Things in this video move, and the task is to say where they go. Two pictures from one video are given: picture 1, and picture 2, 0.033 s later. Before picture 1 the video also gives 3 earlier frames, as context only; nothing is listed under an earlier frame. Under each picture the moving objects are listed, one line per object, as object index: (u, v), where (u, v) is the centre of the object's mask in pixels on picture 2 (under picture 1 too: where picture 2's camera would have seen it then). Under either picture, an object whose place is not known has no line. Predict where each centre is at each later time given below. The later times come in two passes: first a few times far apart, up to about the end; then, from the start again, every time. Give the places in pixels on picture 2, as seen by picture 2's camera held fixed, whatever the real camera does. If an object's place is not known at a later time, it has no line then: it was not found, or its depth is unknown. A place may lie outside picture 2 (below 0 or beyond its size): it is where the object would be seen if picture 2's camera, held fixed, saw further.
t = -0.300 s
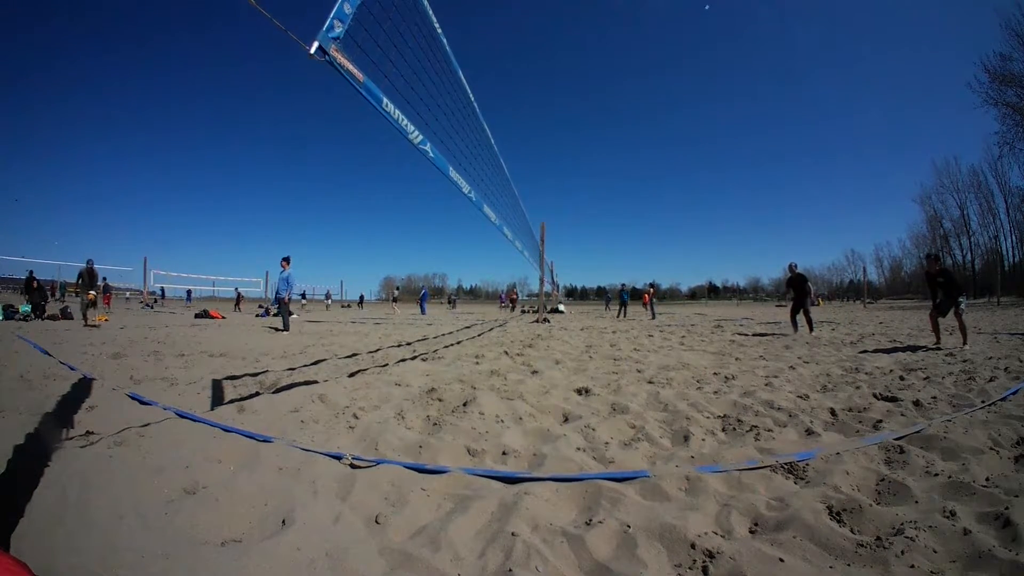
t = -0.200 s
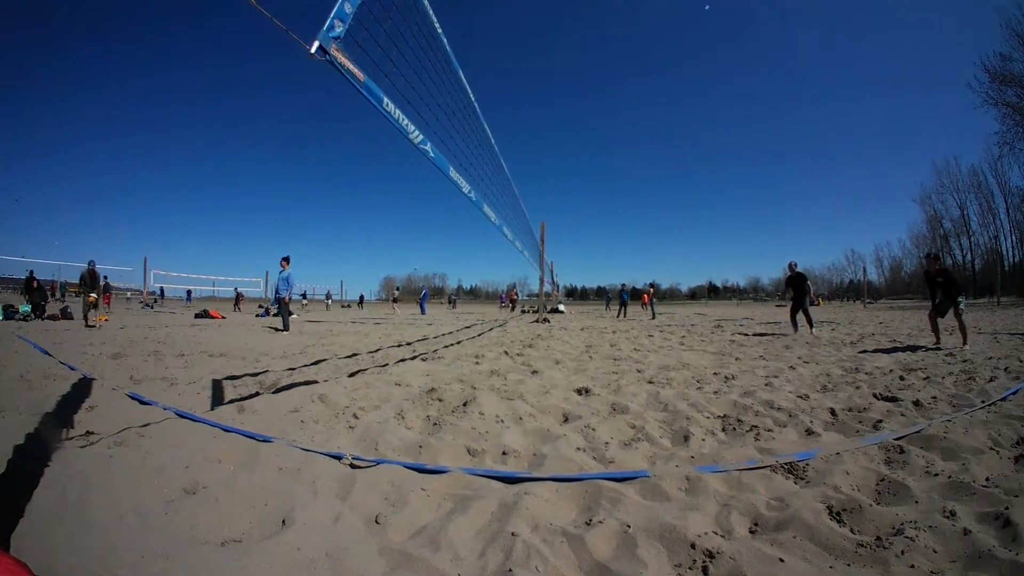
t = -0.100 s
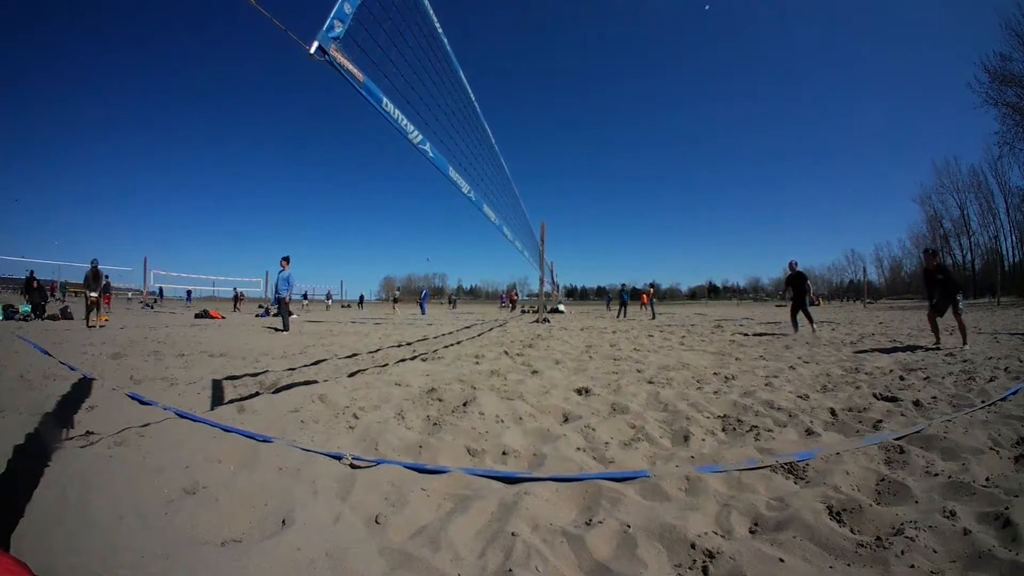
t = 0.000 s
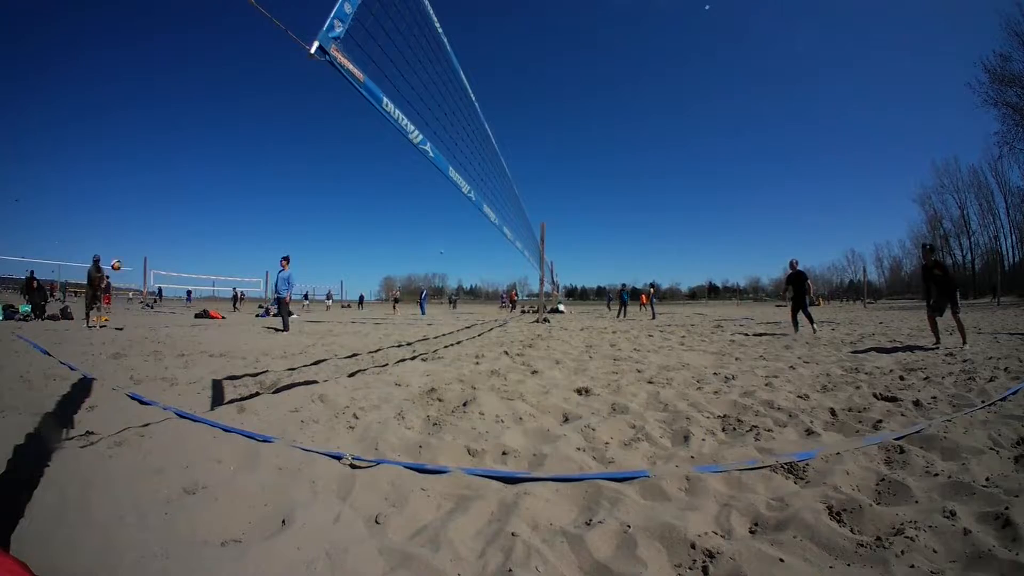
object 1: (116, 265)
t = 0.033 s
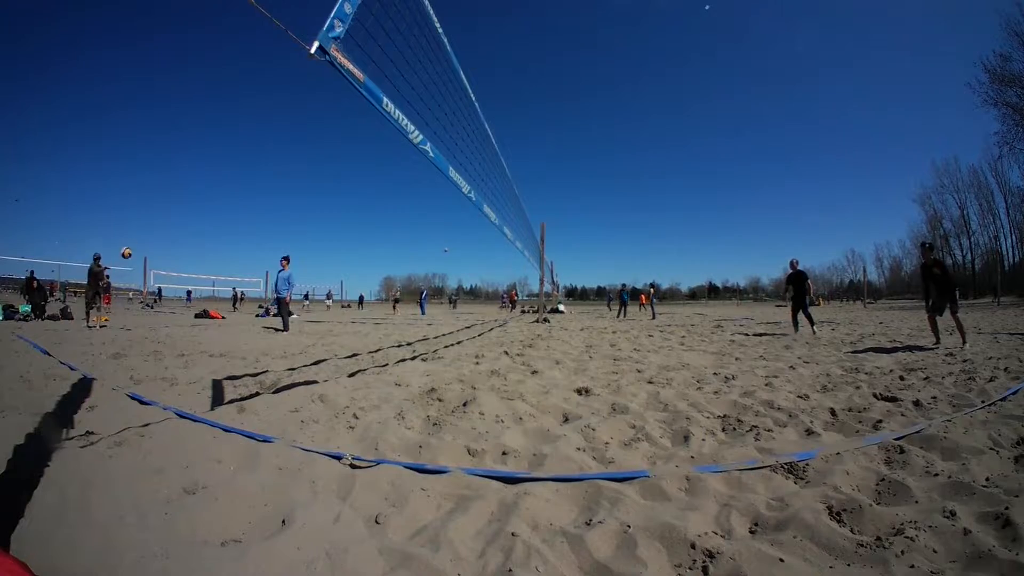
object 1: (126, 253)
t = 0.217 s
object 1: (200, 188)
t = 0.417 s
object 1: (326, 125)
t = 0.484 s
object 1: (376, 112)
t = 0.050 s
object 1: (131, 247)
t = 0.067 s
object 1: (137, 241)
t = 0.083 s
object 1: (143, 235)
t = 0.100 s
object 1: (149, 229)
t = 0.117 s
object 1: (156, 223)
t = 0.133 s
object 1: (162, 218)
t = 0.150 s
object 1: (169, 211)
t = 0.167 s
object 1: (177, 206)
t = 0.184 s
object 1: (184, 200)
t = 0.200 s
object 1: (192, 194)
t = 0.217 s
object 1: (200, 188)
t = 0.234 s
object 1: (209, 183)
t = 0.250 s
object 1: (218, 177)
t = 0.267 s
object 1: (227, 171)
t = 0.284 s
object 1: (237, 166)
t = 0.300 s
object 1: (247, 160)
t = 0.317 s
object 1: (257, 155)
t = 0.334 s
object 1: (267, 150)
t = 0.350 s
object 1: (278, 144)
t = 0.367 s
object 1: (290, 139)
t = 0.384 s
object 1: (302, 134)
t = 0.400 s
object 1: (314, 129)
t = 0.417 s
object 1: (326, 125)
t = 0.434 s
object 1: (339, 120)
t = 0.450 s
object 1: (352, 116)
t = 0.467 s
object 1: (365, 112)
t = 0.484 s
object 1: (376, 112)
